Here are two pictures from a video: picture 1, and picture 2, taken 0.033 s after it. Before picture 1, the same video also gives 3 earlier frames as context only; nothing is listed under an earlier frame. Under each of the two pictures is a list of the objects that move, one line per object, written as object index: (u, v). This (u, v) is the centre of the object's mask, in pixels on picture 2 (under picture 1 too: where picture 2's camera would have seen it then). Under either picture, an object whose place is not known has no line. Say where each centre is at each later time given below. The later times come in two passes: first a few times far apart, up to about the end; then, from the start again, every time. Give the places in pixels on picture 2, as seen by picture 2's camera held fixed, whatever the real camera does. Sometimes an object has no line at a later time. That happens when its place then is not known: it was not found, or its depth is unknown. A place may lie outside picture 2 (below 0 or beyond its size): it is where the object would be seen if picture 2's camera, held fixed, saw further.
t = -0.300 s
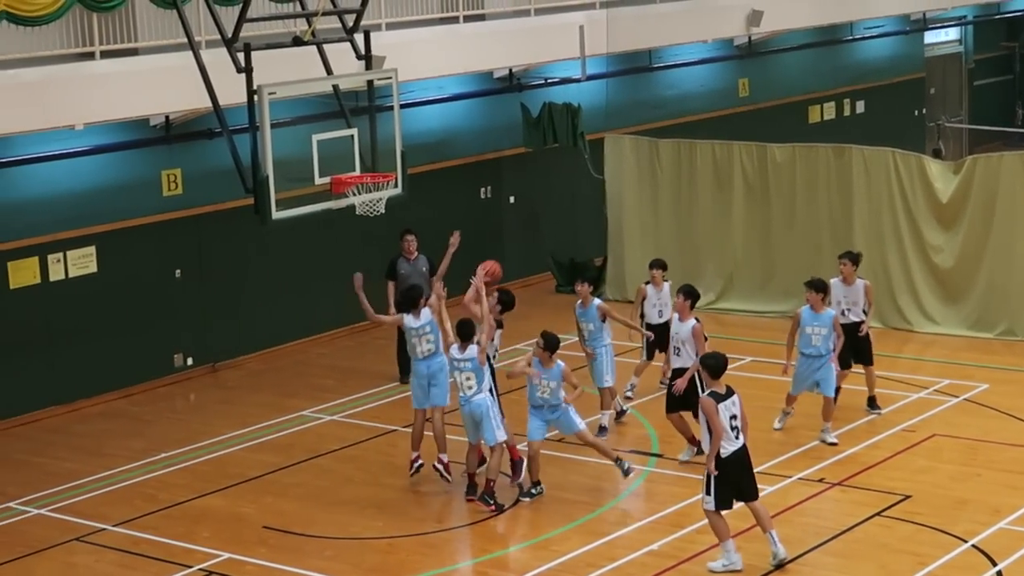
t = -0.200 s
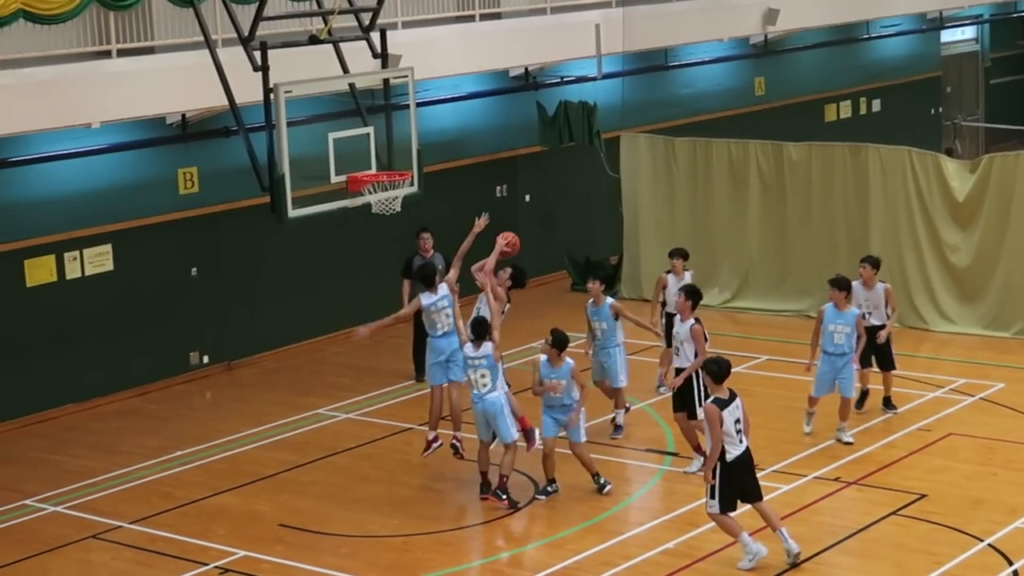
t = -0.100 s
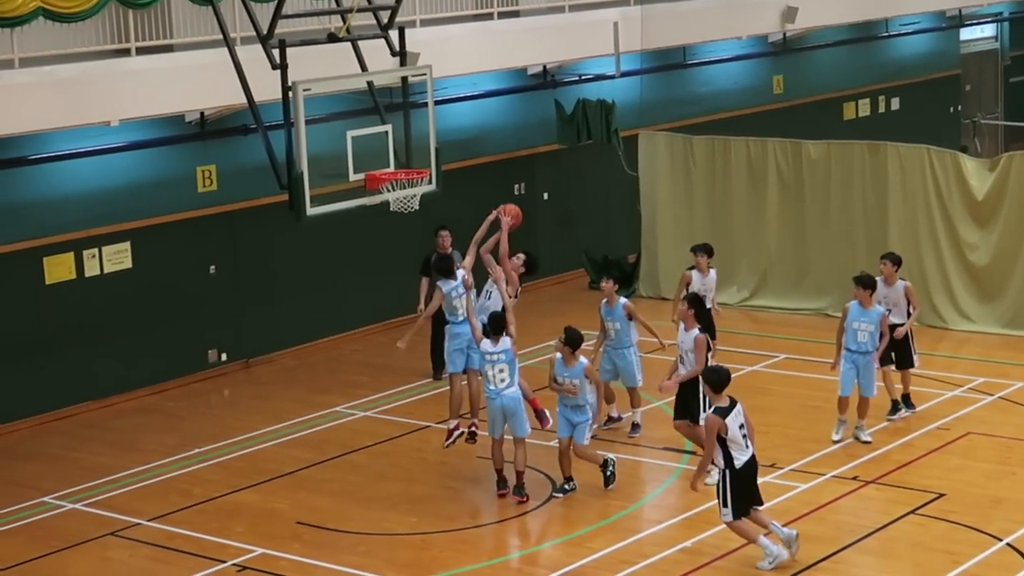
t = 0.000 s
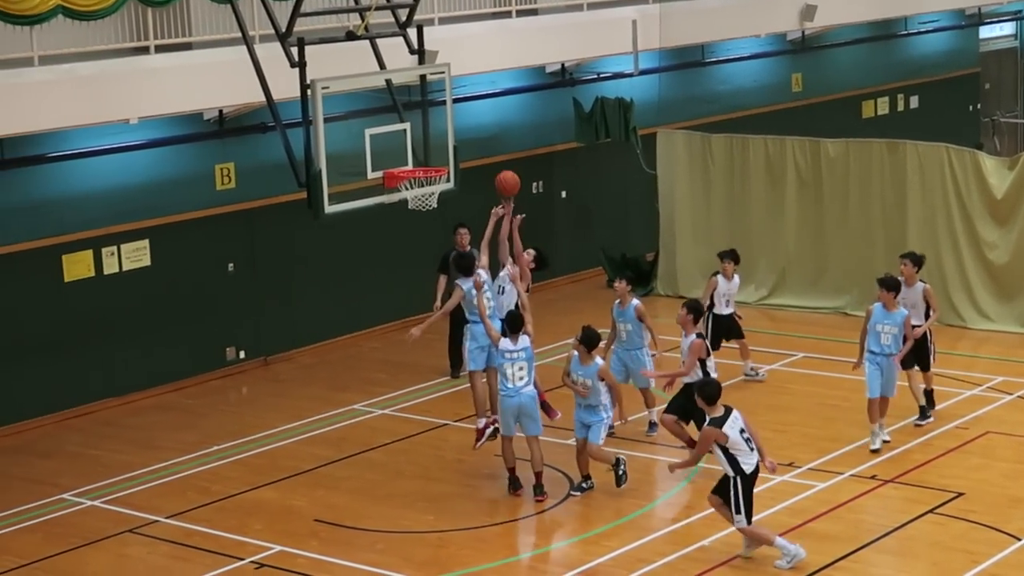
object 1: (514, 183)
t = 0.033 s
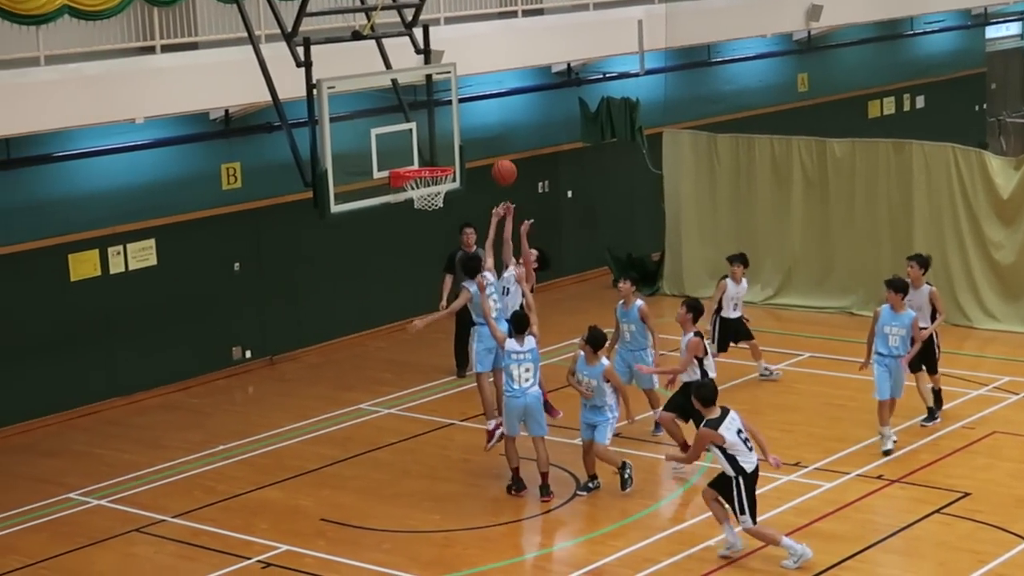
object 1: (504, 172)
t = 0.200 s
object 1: (458, 134)
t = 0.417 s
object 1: (432, 128)
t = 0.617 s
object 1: (431, 165)
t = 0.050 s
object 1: (499, 167)
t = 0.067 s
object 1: (495, 162)
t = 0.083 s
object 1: (490, 158)
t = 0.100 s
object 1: (486, 153)
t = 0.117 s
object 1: (481, 149)
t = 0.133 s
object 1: (476, 145)
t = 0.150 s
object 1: (472, 142)
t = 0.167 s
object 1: (467, 139)
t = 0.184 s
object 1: (462, 136)
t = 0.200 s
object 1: (458, 134)
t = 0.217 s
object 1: (453, 131)
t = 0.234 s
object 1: (448, 129)
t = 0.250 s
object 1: (443, 128)
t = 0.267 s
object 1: (439, 126)
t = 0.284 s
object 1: (434, 125)
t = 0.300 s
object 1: (433, 124)
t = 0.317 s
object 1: (433, 124)
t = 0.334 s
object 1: (433, 123)
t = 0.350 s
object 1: (432, 124)
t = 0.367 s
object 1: (432, 125)
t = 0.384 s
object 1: (432, 125)
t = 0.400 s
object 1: (432, 126)
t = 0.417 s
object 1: (432, 128)
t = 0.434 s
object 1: (432, 129)
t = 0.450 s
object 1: (432, 131)
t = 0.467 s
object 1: (432, 134)
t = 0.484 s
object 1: (432, 136)
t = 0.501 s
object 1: (432, 139)
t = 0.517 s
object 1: (431, 142)
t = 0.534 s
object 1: (431, 146)
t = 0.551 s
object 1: (431, 150)
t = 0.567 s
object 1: (431, 154)
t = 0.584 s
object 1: (432, 157)
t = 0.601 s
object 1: (432, 162)
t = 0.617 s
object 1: (431, 165)
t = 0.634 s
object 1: (431, 167)
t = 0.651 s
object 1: (429, 168)
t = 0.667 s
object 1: (429, 176)
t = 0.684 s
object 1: (429, 181)
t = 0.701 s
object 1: (427, 186)
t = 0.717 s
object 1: (426, 187)
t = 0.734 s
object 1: (425, 187)
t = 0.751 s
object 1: (424, 188)
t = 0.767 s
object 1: (422, 196)
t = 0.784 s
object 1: (421, 197)
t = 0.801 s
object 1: (420, 198)
